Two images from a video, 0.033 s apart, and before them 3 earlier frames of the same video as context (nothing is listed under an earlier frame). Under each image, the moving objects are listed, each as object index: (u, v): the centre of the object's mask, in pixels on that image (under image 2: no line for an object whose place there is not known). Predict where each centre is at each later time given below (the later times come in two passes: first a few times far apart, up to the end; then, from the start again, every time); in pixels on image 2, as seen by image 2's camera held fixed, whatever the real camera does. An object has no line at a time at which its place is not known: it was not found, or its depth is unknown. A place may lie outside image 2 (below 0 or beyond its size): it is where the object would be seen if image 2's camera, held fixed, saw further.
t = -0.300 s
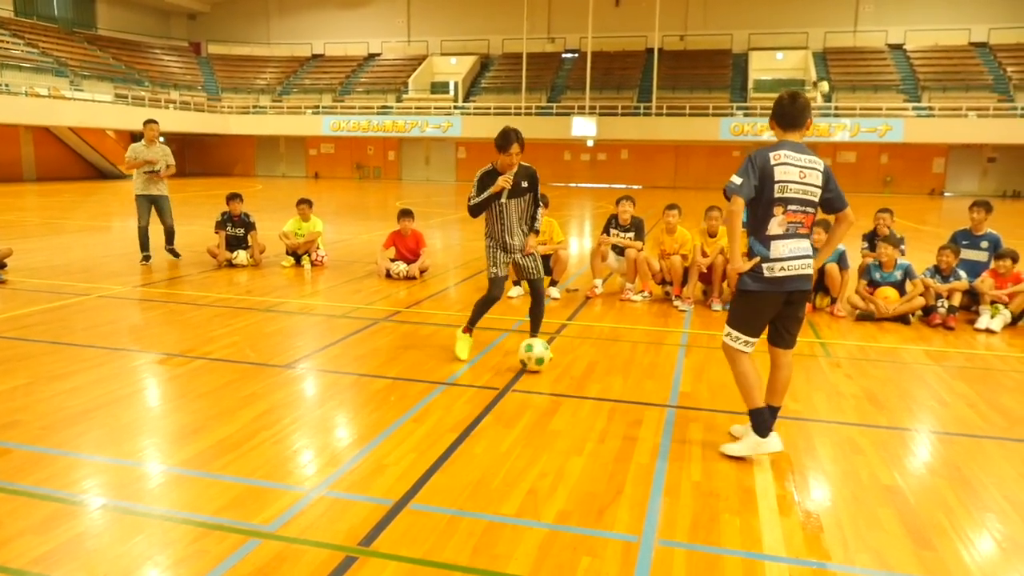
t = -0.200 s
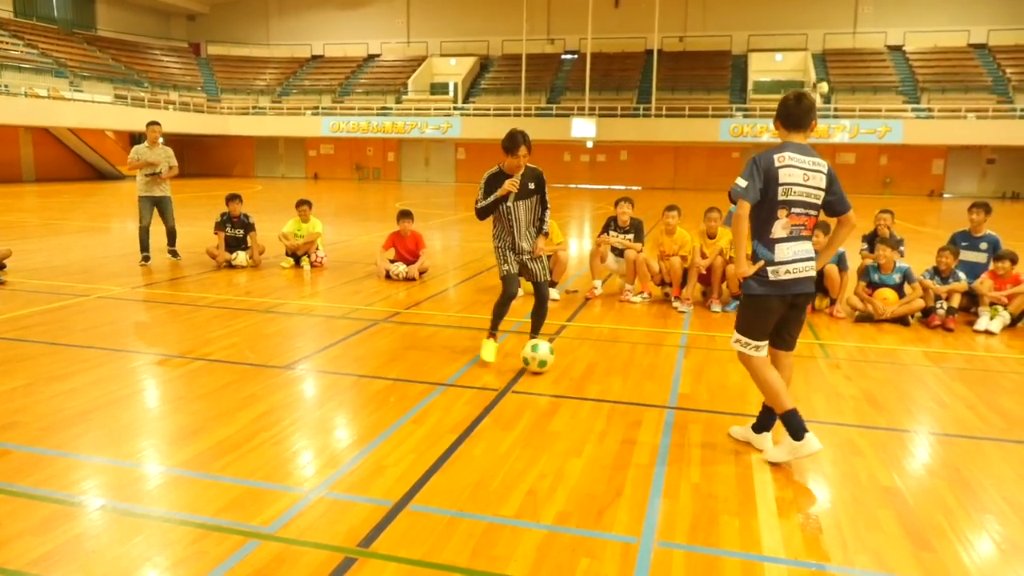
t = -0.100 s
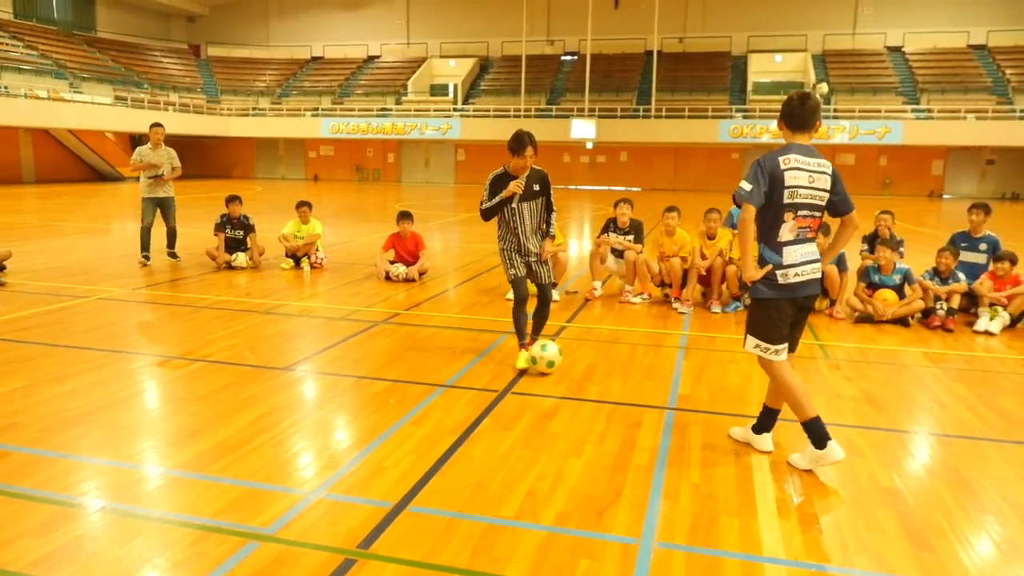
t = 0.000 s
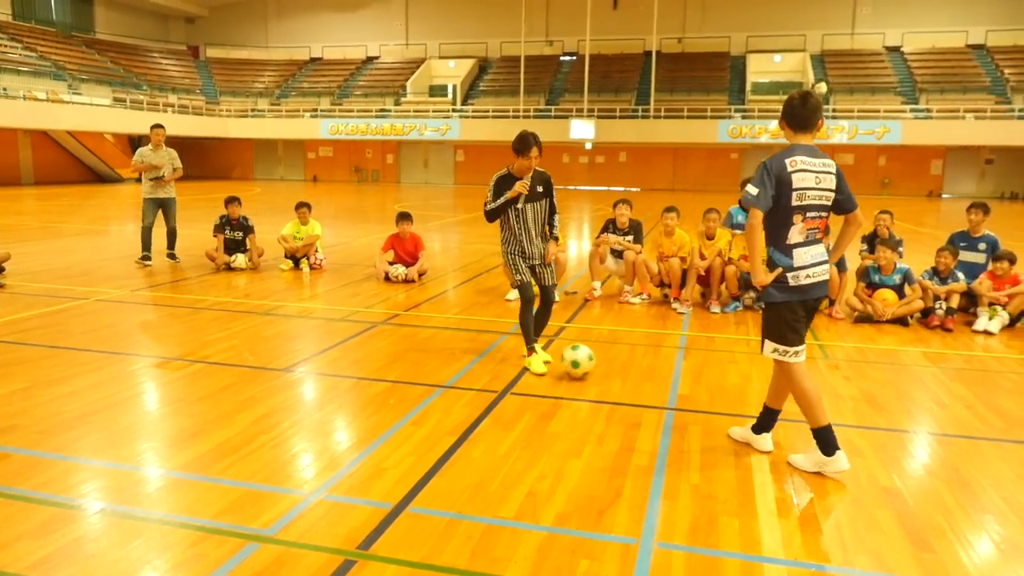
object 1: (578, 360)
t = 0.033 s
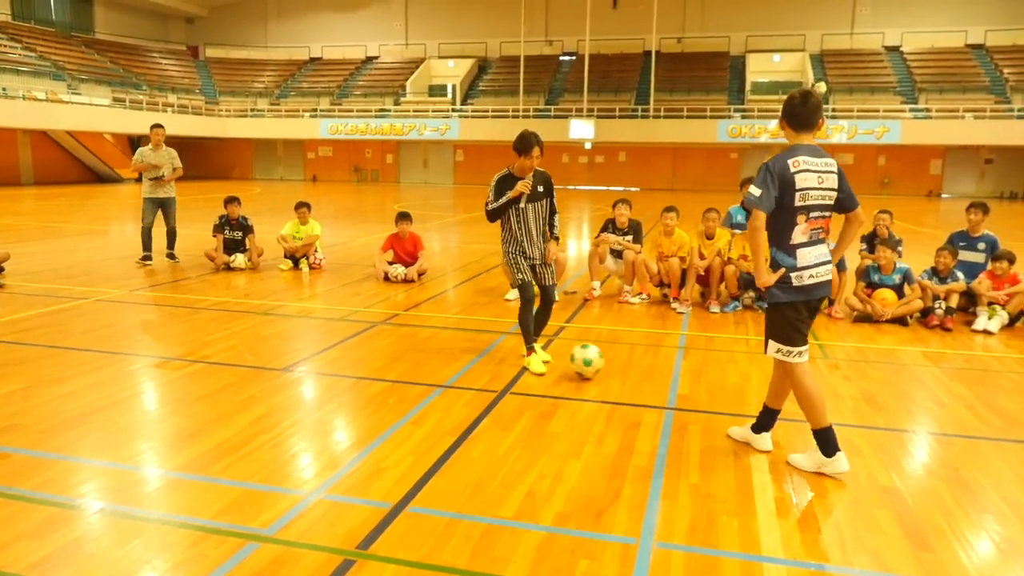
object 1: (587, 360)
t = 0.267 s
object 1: (640, 366)
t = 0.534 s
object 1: (684, 369)
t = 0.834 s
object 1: (737, 372)
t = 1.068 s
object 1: (776, 375)
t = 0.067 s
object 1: (596, 362)
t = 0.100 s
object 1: (608, 362)
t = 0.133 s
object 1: (616, 364)
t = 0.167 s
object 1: (623, 364)
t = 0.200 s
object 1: (629, 365)
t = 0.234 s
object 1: (635, 365)
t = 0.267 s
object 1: (640, 366)
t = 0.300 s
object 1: (646, 366)
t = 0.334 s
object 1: (652, 366)
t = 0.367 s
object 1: (657, 367)
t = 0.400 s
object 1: (663, 367)
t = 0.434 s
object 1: (668, 368)
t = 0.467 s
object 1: (674, 368)
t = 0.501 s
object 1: (679, 368)
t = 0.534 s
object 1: (684, 369)
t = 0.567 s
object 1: (691, 369)
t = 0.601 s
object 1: (696, 370)
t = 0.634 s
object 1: (704, 370)
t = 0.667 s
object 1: (710, 370)
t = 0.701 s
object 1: (715, 371)
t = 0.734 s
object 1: (721, 371)
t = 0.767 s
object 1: (727, 372)
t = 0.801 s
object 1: (732, 372)
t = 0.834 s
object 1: (737, 372)
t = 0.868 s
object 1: (743, 373)
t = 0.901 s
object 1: (749, 373)
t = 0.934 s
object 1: (754, 373)
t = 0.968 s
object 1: (759, 374)
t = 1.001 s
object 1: (764, 374)
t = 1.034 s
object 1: (770, 375)
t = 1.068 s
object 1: (776, 375)
